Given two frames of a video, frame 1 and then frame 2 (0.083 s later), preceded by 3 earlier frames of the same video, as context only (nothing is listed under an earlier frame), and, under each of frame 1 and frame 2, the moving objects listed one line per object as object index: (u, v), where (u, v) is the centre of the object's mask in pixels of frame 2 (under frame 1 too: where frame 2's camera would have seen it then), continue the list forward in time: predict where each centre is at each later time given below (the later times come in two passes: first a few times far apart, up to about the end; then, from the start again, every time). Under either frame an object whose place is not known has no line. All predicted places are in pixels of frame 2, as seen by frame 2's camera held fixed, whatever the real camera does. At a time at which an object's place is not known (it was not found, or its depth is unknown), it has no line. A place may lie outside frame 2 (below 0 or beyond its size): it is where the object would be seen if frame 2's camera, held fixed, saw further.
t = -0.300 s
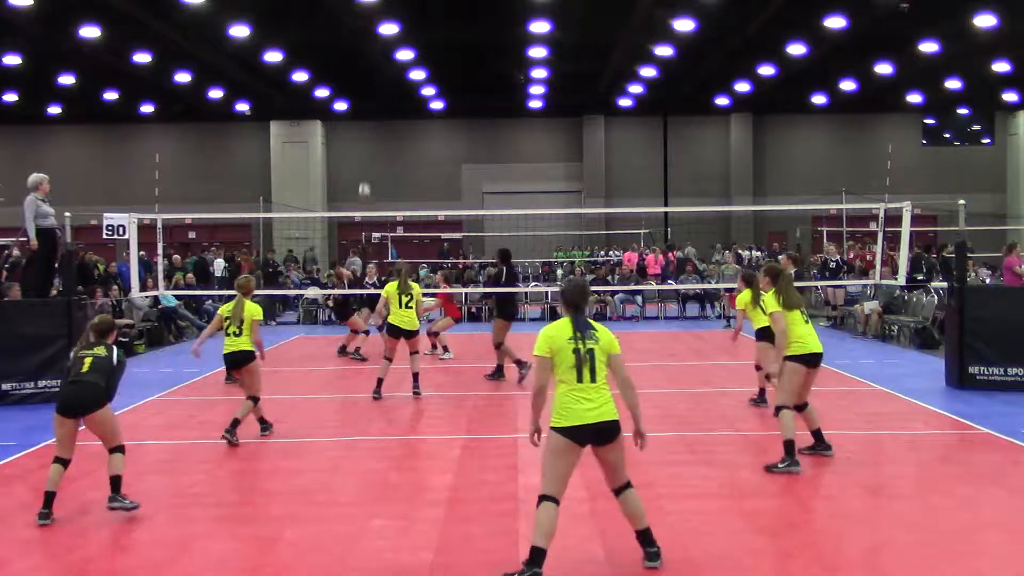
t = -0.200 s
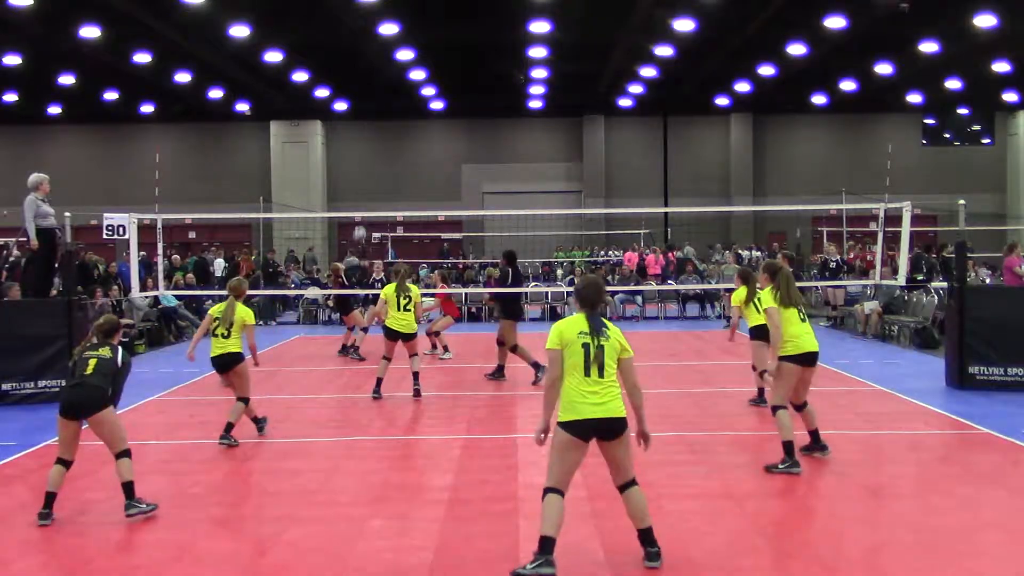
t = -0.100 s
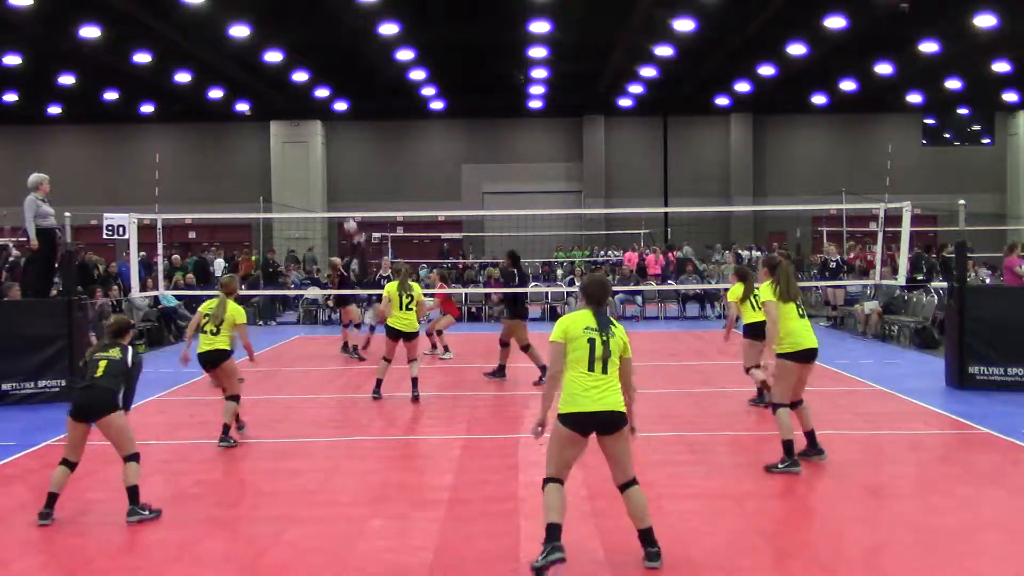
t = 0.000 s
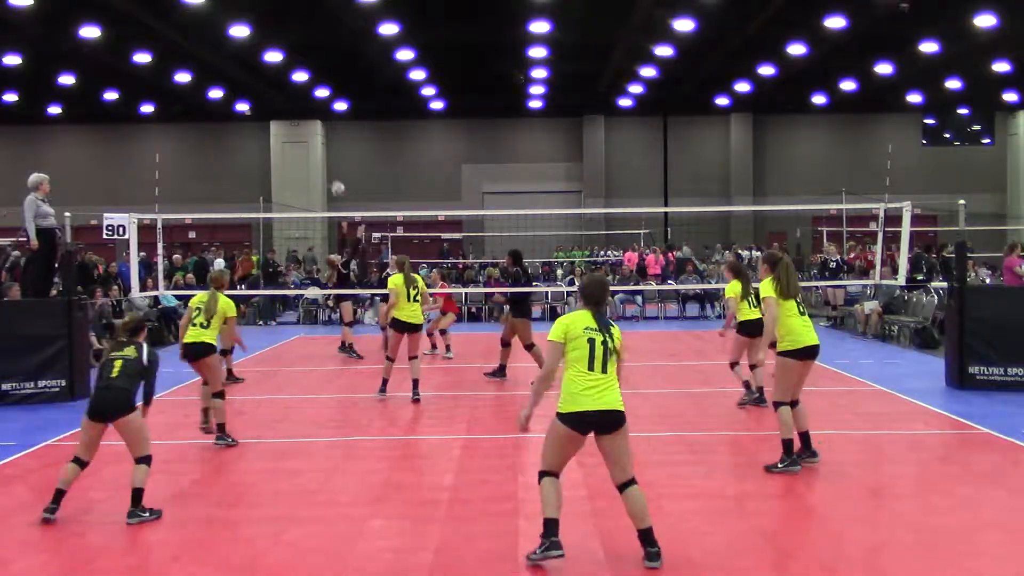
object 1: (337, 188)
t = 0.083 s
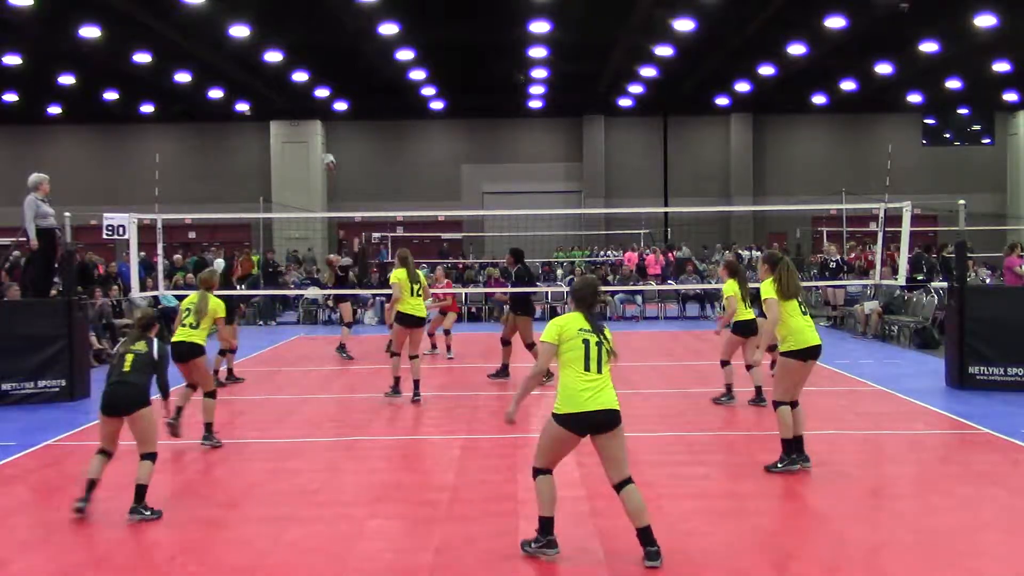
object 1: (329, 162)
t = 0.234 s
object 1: (306, 117)
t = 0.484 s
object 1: (265, 77)
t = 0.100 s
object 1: (325, 154)
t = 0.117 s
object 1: (324, 149)
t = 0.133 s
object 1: (321, 144)
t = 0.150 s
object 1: (319, 140)
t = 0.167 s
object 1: (316, 136)
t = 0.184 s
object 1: (313, 130)
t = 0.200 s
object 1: (311, 125)
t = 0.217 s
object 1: (308, 121)
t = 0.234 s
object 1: (306, 117)
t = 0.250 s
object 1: (303, 114)
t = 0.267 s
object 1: (301, 111)
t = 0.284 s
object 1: (298, 108)
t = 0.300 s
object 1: (296, 103)
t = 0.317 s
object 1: (293, 101)
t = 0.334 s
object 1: (291, 98)
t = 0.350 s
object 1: (288, 94)
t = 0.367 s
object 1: (285, 92)
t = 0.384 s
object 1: (282, 89)
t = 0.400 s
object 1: (279, 87)
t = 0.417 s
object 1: (277, 85)
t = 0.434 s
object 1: (274, 83)
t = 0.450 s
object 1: (271, 80)
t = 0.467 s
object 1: (268, 79)
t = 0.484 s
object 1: (265, 77)
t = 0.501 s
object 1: (261, 76)
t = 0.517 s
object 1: (258, 75)
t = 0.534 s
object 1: (256, 74)
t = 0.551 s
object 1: (252, 74)
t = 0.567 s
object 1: (249, 74)
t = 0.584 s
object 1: (246, 73)
